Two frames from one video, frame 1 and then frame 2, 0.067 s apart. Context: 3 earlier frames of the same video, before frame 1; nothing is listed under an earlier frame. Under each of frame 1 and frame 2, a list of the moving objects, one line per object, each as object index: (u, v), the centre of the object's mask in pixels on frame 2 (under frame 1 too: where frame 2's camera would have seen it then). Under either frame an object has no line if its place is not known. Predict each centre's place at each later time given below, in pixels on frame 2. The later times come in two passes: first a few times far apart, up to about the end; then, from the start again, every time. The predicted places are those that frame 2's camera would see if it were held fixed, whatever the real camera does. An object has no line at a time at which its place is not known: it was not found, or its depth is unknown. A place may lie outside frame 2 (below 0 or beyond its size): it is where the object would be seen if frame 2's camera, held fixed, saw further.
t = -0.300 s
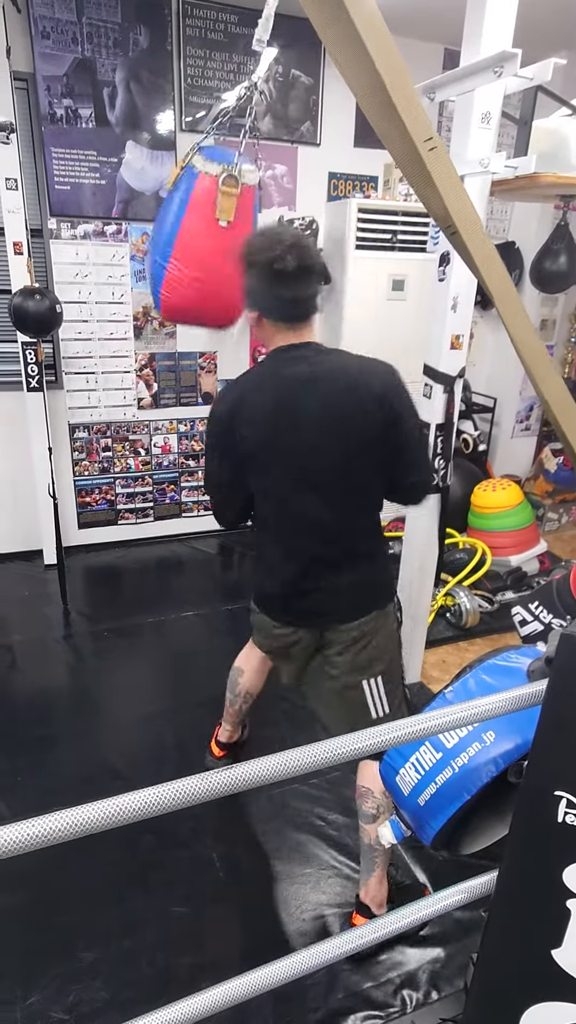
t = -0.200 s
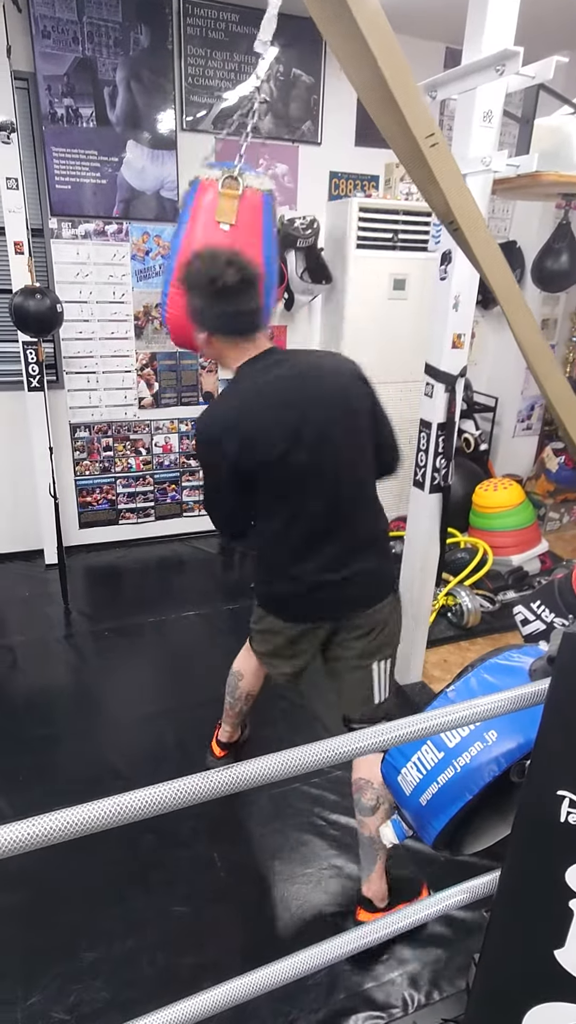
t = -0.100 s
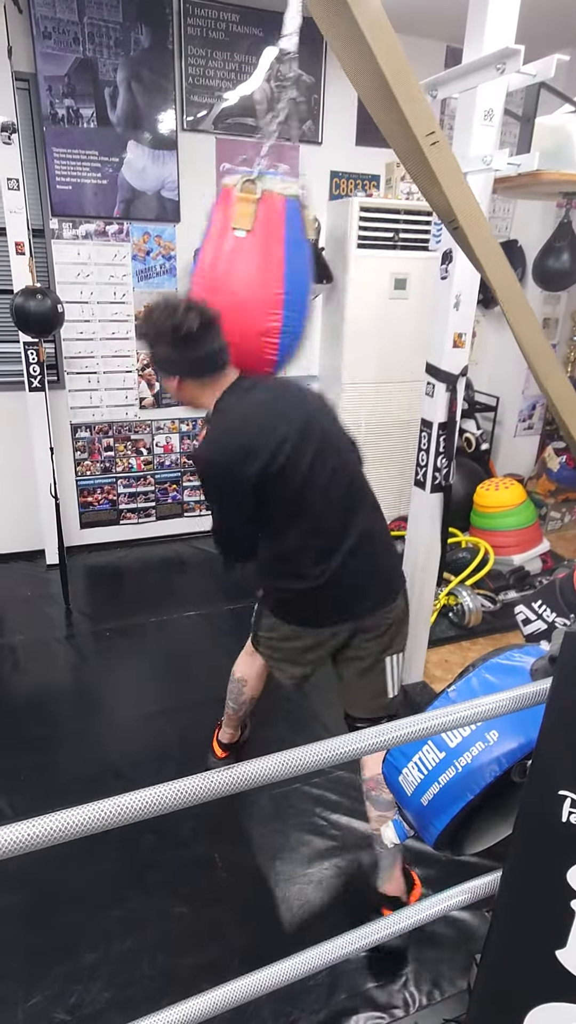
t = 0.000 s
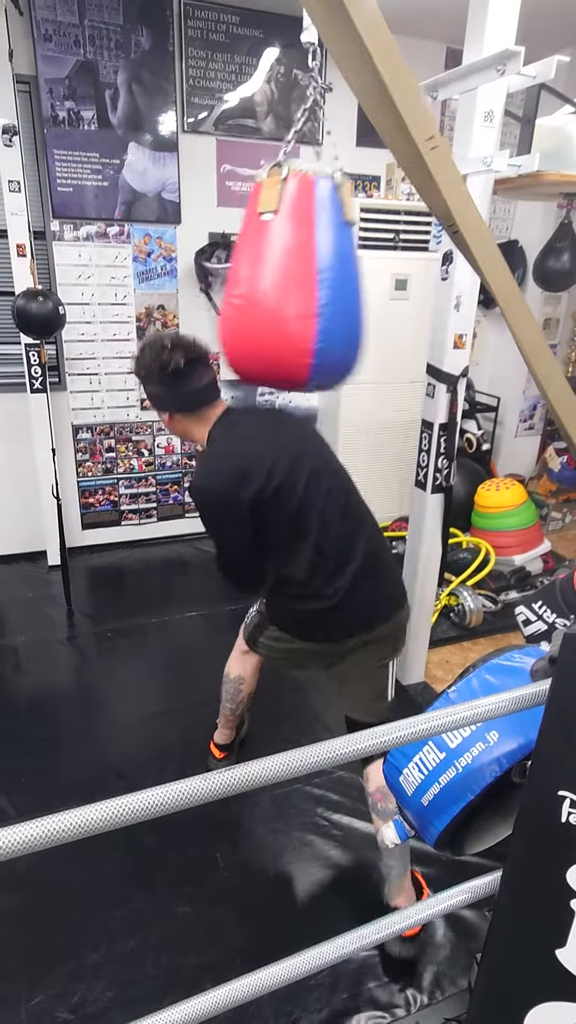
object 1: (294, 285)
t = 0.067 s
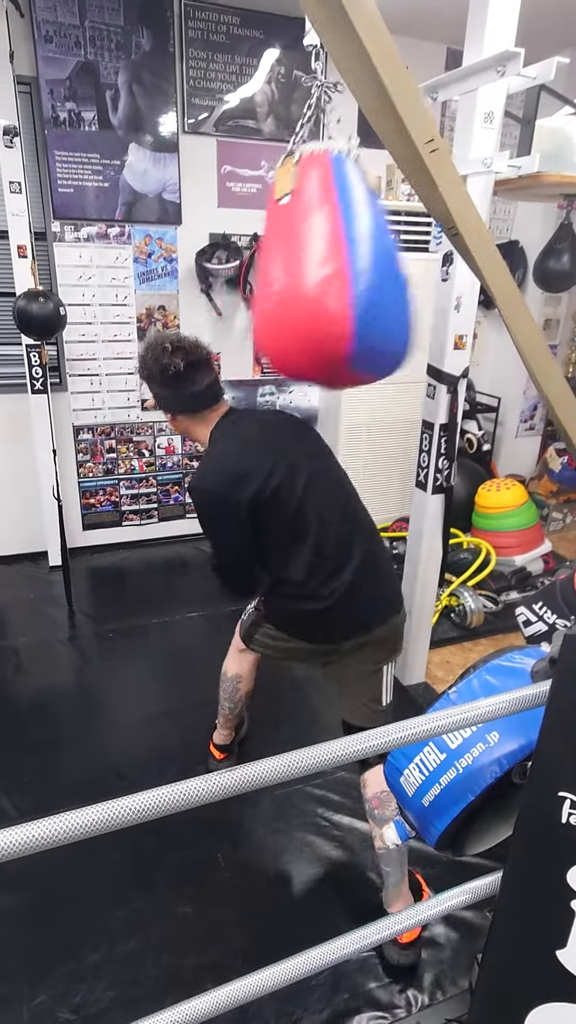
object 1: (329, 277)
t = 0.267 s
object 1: (469, 195)
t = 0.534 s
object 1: (502, 143)
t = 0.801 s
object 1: (409, 281)
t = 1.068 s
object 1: (283, 272)
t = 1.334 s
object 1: (198, 213)
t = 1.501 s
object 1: (172, 197)
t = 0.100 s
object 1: (349, 264)
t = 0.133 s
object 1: (365, 245)
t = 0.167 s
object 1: (378, 246)
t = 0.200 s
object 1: (389, 246)
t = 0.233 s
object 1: (430, 226)
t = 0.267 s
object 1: (469, 195)
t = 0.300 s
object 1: (470, 178)
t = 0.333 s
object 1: (480, 162)
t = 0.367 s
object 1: (498, 132)
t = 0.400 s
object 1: (505, 136)
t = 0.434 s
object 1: (501, 129)
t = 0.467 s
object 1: (501, 131)
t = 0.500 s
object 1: (500, 134)
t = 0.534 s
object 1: (502, 143)
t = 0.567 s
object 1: (505, 154)
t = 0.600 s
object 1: (496, 181)
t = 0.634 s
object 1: (491, 198)
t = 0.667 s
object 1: (484, 217)
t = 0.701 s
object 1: (485, 227)
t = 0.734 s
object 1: (454, 253)
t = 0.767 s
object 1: (432, 267)
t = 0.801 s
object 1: (409, 281)
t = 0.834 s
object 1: (395, 279)
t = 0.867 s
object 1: (383, 279)
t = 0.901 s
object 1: (365, 283)
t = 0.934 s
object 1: (347, 285)
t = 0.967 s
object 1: (330, 284)
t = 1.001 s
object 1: (312, 282)
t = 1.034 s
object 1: (297, 276)
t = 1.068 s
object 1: (283, 272)
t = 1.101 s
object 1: (269, 266)
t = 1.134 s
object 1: (257, 258)
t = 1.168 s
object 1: (246, 249)
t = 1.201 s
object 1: (235, 241)
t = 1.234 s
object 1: (225, 232)
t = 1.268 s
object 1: (215, 225)
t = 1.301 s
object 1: (206, 218)
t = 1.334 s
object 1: (198, 213)
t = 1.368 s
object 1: (192, 207)
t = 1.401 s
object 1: (185, 201)
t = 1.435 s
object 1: (181, 198)
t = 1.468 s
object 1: (175, 196)
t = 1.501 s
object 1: (172, 197)
